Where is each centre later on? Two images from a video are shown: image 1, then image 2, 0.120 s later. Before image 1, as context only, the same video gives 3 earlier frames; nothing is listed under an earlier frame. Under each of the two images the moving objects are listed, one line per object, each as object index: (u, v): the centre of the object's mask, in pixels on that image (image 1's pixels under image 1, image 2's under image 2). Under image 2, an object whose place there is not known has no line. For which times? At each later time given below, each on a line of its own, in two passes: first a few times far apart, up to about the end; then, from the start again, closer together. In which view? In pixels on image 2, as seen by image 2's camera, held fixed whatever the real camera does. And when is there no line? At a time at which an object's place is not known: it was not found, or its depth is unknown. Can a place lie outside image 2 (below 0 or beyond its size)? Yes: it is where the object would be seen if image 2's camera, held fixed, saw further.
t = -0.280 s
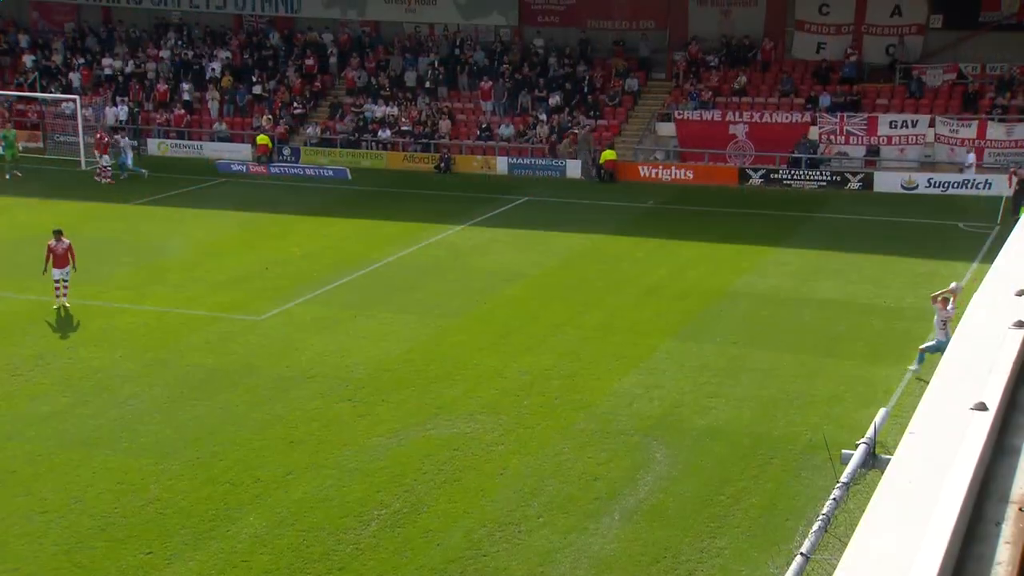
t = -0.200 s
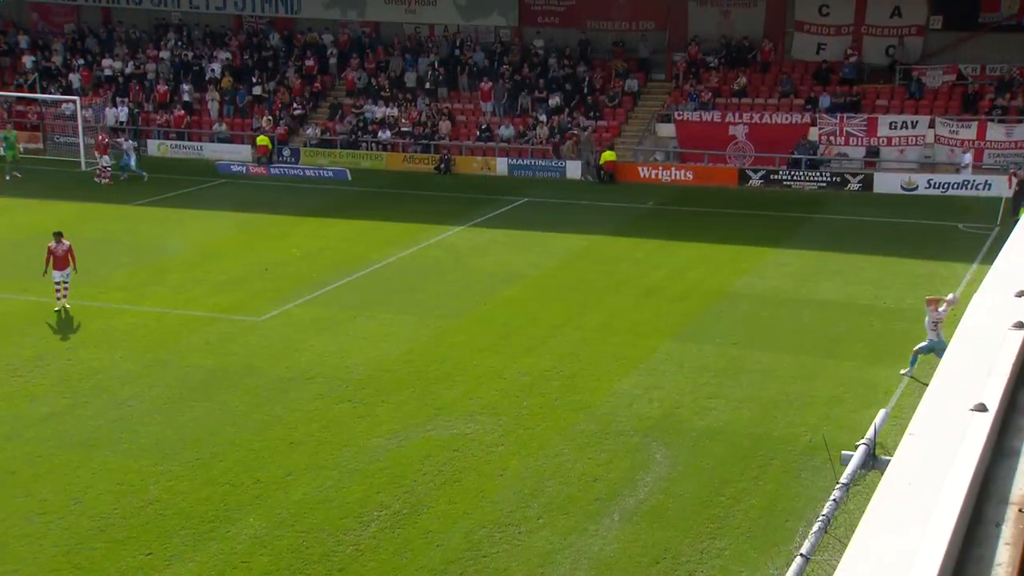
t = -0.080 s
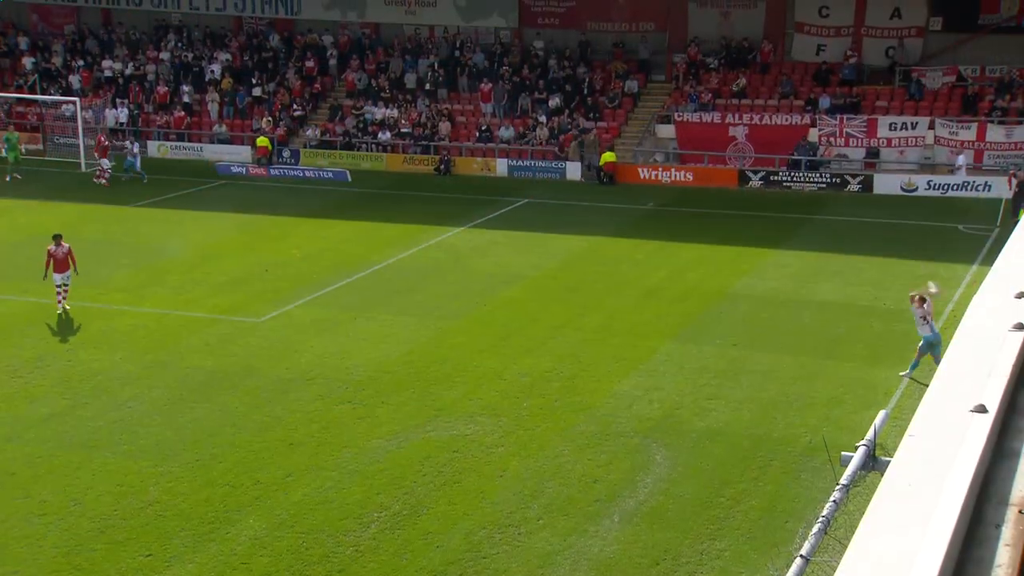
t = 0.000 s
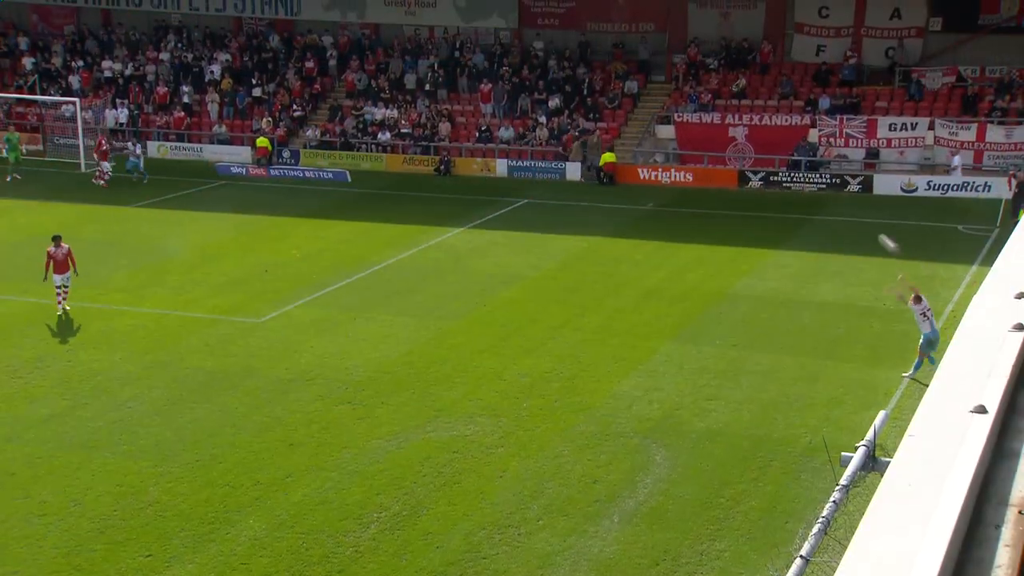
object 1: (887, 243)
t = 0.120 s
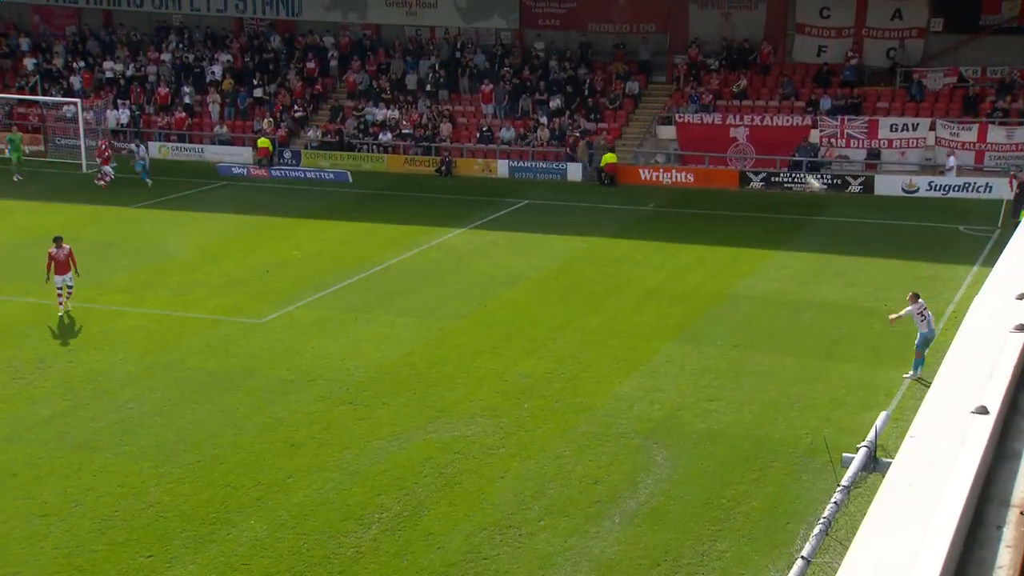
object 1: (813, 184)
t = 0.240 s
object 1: (745, 134)
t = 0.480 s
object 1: (626, 65)
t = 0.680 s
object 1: (542, 30)
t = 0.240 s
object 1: (745, 134)
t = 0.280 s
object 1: (724, 121)
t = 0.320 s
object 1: (704, 108)
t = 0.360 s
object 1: (683, 96)
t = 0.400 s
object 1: (664, 85)
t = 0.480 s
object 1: (626, 65)
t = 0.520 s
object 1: (608, 57)
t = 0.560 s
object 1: (591, 49)
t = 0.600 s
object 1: (574, 42)
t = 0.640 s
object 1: (557, 35)
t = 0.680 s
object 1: (542, 30)
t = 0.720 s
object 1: (526, 25)
